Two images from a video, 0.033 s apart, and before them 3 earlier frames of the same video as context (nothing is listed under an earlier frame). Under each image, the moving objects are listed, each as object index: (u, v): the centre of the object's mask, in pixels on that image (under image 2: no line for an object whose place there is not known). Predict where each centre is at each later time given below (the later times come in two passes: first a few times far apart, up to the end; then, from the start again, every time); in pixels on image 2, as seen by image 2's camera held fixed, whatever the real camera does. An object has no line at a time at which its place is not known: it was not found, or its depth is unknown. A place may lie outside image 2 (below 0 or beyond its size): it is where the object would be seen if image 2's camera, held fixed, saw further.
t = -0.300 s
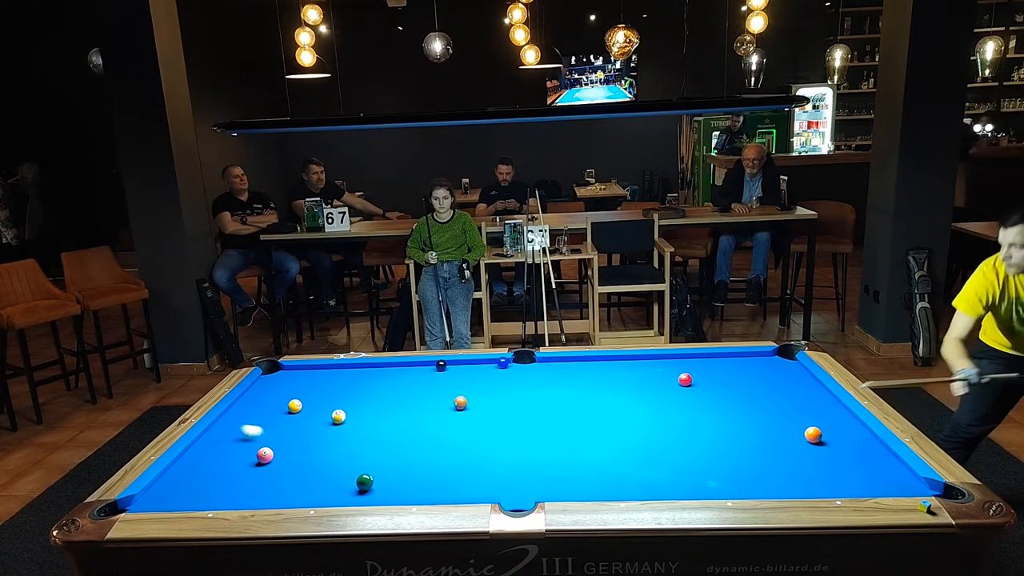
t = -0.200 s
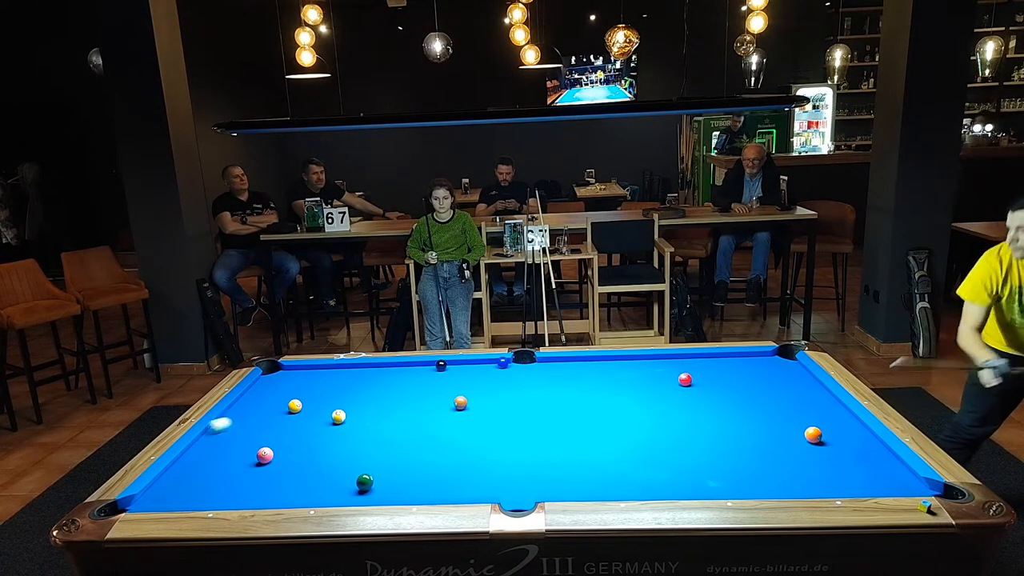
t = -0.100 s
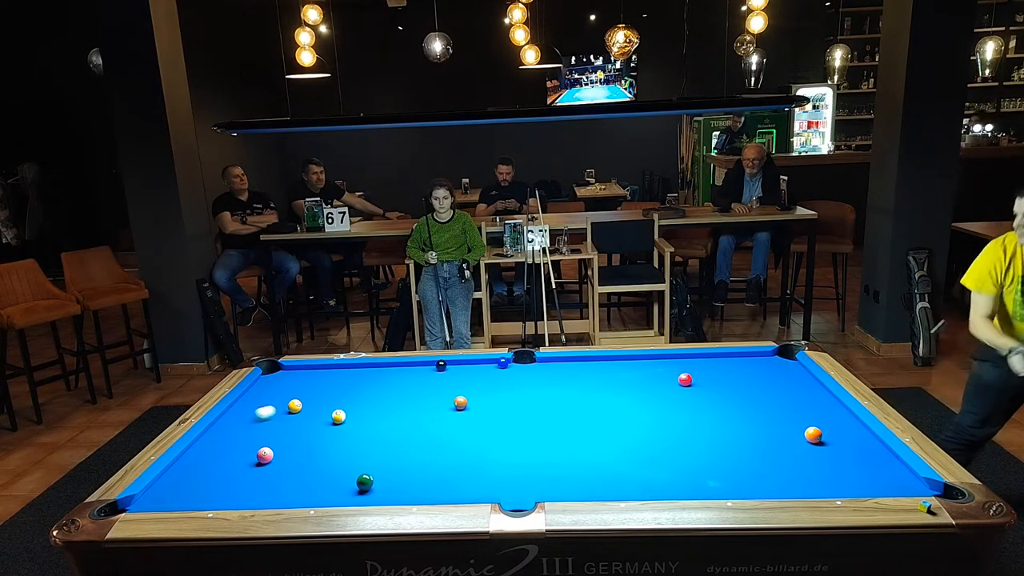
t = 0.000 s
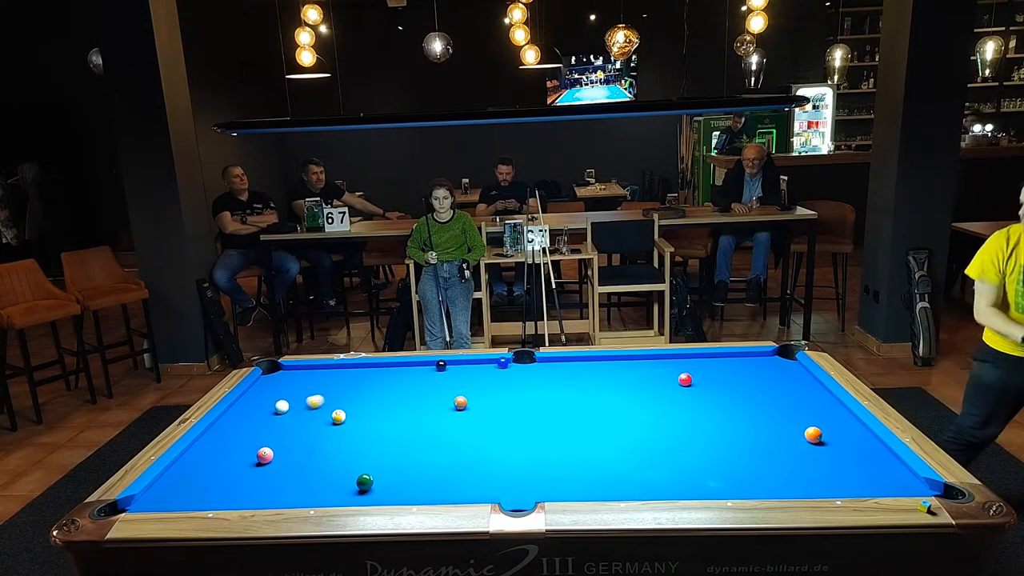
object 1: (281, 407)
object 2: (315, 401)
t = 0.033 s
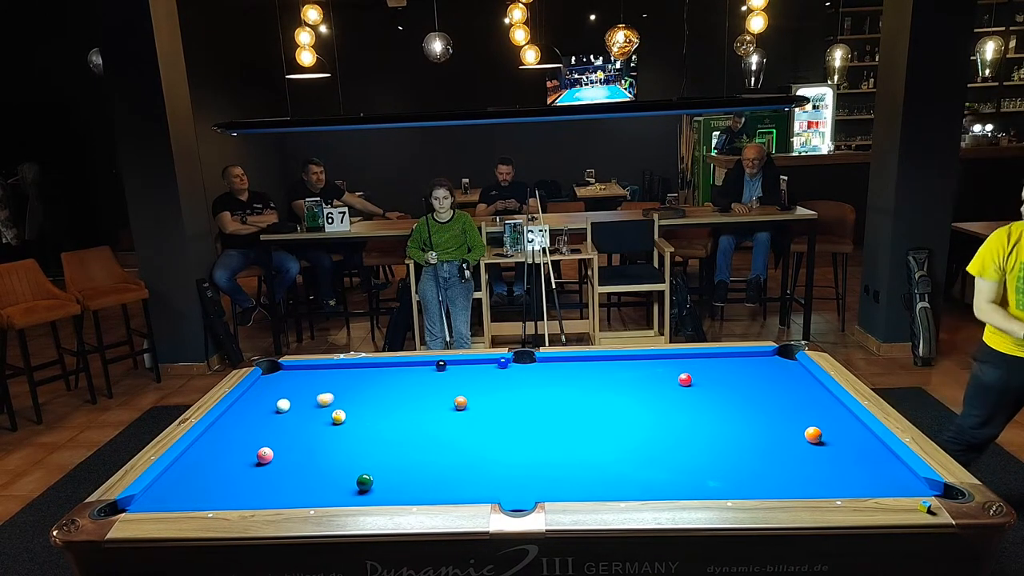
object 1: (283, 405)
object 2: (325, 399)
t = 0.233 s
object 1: (295, 397)
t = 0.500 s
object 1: (310, 386)
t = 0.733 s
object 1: (322, 378)
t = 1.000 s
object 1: (335, 369)
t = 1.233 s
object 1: (345, 368)
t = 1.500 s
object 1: (355, 371)
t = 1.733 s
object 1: (364, 374)
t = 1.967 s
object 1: (372, 377)
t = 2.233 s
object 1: (381, 380)
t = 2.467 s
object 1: (389, 383)
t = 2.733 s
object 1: (397, 385)
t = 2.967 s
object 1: (403, 388)
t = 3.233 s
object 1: (410, 390)
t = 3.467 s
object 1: (415, 392)
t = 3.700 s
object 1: (420, 393)
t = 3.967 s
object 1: (424, 395)
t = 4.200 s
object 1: (428, 396)
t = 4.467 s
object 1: (430, 397)
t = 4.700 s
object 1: (432, 398)
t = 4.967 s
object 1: (433, 398)
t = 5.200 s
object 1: (434, 398)
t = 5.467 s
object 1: (434, 398)
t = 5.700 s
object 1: (434, 398)
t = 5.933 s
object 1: (434, 398)
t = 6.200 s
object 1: (434, 398)
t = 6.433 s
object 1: (434, 398)
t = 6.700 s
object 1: (434, 398)
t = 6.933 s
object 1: (434, 398)
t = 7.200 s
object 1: (434, 398)
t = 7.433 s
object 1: (434, 398)
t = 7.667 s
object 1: (434, 398)
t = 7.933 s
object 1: (434, 398)
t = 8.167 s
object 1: (434, 398)
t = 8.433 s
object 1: (434, 398)
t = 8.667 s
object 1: (434, 398)
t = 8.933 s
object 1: (434, 398)
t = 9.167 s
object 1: (434, 398)
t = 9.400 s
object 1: (434, 398)
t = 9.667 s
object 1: (434, 398)
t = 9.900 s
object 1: (434, 398)
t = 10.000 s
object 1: (434, 398)
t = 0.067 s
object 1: (284, 404)
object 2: (334, 397)
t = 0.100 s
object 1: (286, 402)
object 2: (343, 395)
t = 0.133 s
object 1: (289, 401)
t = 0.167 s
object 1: (291, 399)
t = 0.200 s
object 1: (293, 398)
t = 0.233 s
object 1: (295, 397)
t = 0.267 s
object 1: (297, 395)
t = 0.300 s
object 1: (299, 394)
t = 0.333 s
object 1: (301, 392)
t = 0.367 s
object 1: (303, 391)
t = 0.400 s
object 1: (305, 390)
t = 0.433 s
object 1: (307, 388)
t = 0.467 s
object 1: (309, 387)
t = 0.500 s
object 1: (310, 386)
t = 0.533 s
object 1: (312, 385)
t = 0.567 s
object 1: (314, 384)
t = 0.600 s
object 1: (316, 382)
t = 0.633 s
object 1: (317, 381)
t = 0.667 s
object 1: (319, 380)
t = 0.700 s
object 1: (321, 379)
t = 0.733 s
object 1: (322, 378)
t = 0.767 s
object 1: (324, 377)
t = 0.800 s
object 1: (325, 376)
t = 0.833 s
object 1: (327, 375)
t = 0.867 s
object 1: (329, 373)
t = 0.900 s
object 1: (330, 372)
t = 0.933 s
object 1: (332, 371)
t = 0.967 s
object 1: (333, 370)
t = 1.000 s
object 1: (335, 369)
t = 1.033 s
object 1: (336, 368)
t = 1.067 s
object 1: (338, 367)
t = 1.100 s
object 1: (339, 367)
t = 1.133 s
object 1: (340, 367)
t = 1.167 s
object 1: (342, 367)
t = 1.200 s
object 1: (343, 368)
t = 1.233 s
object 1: (345, 368)
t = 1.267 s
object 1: (346, 369)
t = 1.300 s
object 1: (347, 369)
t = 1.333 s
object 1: (349, 369)
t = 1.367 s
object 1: (350, 370)
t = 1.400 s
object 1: (351, 370)
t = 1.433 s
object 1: (353, 371)
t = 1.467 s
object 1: (354, 371)
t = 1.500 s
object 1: (355, 371)
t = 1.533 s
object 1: (356, 372)
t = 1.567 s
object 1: (358, 372)
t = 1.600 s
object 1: (359, 373)
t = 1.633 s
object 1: (360, 373)
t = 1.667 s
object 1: (361, 374)
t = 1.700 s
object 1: (363, 374)
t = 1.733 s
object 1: (364, 374)
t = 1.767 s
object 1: (365, 375)
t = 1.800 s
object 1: (366, 375)
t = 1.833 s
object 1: (367, 376)
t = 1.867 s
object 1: (369, 376)
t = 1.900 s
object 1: (370, 376)
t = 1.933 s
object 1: (371, 377)
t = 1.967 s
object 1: (372, 377)
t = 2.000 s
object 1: (373, 378)
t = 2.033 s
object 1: (374, 378)
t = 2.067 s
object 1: (376, 378)
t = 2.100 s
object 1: (377, 379)
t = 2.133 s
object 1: (378, 379)
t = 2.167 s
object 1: (379, 380)
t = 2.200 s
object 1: (380, 380)
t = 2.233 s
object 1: (381, 380)
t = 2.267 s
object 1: (382, 381)
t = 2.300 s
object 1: (383, 381)
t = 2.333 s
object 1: (384, 381)
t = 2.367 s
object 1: (385, 382)
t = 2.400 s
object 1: (387, 382)
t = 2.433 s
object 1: (388, 383)
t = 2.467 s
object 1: (389, 383)
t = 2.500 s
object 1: (390, 383)
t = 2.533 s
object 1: (391, 383)
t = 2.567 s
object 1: (392, 384)
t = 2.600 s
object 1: (393, 384)
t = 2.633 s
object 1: (394, 384)
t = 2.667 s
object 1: (395, 385)
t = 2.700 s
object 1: (396, 385)
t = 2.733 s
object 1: (397, 385)
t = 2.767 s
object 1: (398, 386)
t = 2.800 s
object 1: (399, 386)
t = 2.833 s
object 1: (400, 386)
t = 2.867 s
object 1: (401, 387)
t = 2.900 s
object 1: (402, 387)
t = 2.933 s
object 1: (402, 387)
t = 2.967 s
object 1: (403, 388)
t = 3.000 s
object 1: (404, 388)
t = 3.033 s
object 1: (405, 388)
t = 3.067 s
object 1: (406, 389)
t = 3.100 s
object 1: (407, 389)
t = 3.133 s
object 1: (408, 389)
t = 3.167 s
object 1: (408, 389)
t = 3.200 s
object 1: (409, 390)
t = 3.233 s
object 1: (410, 390)
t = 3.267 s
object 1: (411, 390)
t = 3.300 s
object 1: (411, 390)
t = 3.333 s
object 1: (412, 391)
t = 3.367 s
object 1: (413, 391)
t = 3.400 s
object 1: (414, 391)
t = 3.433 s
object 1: (415, 391)
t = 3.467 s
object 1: (415, 392)
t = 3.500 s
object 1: (416, 392)
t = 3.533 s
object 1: (416, 392)
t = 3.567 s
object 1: (417, 392)
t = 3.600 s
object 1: (418, 393)
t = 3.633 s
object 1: (419, 393)
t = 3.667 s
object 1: (419, 393)
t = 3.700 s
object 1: (420, 393)
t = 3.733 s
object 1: (421, 394)
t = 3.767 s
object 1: (421, 394)
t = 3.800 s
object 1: (422, 394)
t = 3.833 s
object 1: (422, 394)
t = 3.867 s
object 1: (423, 394)
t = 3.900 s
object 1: (423, 395)
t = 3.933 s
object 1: (424, 395)
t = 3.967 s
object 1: (424, 395)
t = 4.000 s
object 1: (425, 395)
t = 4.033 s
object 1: (425, 395)
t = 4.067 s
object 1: (426, 396)
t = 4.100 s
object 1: (426, 396)
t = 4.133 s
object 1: (427, 396)
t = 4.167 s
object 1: (427, 396)
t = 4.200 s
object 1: (428, 396)
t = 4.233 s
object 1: (428, 396)
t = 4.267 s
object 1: (428, 396)
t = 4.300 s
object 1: (428, 396)
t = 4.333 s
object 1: (429, 397)
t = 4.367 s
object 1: (429, 397)
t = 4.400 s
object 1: (430, 397)
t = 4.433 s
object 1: (430, 397)
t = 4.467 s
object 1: (430, 397)
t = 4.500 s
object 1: (430, 397)
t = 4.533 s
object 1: (431, 397)
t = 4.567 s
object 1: (431, 398)
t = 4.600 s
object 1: (431, 398)
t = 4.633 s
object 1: (432, 398)
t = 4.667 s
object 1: (432, 398)
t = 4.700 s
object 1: (432, 398)
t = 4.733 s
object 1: (432, 398)
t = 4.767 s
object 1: (433, 398)
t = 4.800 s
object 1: (433, 398)
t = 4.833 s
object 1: (433, 398)
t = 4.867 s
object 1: (433, 398)
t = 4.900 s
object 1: (433, 398)
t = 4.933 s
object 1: (433, 398)
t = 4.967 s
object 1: (433, 398)
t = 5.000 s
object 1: (433, 398)
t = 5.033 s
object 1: (433, 398)
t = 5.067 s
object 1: (433, 398)
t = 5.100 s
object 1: (433, 398)
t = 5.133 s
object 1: (434, 398)
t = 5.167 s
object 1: (434, 398)
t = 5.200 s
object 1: (434, 398)
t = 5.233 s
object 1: (434, 398)
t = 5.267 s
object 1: (434, 398)
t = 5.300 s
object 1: (434, 398)
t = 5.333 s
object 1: (434, 398)
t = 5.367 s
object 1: (434, 398)
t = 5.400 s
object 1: (434, 398)
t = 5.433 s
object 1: (434, 398)
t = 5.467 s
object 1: (434, 398)
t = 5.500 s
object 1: (434, 398)
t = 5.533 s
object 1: (434, 398)
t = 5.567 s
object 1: (434, 398)
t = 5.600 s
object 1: (434, 398)
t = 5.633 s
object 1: (434, 398)
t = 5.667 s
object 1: (434, 398)
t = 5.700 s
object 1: (434, 398)
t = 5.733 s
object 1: (434, 398)
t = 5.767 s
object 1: (434, 398)
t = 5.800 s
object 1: (434, 398)
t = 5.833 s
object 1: (434, 398)
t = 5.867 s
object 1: (434, 398)
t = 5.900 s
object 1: (434, 398)
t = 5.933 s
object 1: (434, 398)
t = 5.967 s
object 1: (434, 398)
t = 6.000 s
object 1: (434, 398)
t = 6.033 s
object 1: (434, 398)
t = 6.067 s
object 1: (434, 398)
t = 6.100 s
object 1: (434, 398)
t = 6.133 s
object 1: (434, 398)
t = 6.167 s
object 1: (434, 398)
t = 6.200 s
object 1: (434, 398)
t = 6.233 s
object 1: (434, 398)
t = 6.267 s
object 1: (434, 398)
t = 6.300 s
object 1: (434, 398)
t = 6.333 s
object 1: (434, 398)
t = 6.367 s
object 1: (434, 398)
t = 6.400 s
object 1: (434, 398)
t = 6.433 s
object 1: (434, 398)
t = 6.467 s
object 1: (434, 398)
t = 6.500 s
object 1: (434, 398)
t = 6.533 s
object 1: (434, 398)
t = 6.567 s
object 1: (434, 398)
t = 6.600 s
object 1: (434, 398)
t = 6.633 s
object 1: (434, 398)
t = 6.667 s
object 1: (434, 398)
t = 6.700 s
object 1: (434, 398)
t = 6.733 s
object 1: (434, 398)
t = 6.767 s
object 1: (434, 398)
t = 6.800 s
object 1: (434, 398)
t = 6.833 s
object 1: (434, 398)
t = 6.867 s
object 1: (434, 398)
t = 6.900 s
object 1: (434, 398)
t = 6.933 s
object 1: (434, 398)
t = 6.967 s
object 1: (434, 398)
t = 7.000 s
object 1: (434, 398)
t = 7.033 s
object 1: (434, 398)
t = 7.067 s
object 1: (434, 398)
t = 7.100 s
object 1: (434, 398)
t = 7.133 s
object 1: (434, 398)
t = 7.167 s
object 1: (434, 398)
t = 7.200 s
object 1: (434, 398)
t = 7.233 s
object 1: (434, 398)
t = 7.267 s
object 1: (434, 398)
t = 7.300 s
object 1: (434, 398)
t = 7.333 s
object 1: (434, 398)
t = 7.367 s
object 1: (434, 398)
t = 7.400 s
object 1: (434, 398)
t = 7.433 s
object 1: (434, 398)
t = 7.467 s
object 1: (434, 398)
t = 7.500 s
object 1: (434, 398)
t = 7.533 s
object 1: (434, 398)
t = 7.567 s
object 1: (434, 398)
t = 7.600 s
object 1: (434, 398)
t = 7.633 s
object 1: (434, 398)
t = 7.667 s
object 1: (434, 398)
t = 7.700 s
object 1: (434, 398)
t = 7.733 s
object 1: (434, 398)
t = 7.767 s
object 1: (434, 398)
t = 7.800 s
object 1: (434, 398)
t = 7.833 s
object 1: (434, 398)
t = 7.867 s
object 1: (434, 398)
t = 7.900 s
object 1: (434, 398)
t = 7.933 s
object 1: (434, 398)
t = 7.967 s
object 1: (434, 398)
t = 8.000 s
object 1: (434, 398)
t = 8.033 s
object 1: (434, 398)
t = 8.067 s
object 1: (434, 398)
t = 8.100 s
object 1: (434, 398)
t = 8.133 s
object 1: (434, 398)
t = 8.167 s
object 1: (434, 398)
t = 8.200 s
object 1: (434, 398)
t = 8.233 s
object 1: (434, 398)
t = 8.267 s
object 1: (434, 398)
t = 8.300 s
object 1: (434, 398)
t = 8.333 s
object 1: (434, 398)
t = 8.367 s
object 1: (434, 398)
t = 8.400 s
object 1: (434, 398)
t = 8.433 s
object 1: (434, 398)
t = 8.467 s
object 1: (434, 398)
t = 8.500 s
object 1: (434, 398)
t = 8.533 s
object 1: (434, 398)
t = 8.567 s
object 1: (434, 398)
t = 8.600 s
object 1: (434, 398)
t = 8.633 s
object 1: (434, 398)
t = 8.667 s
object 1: (434, 398)
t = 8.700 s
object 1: (434, 398)
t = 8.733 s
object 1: (434, 398)
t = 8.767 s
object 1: (434, 398)
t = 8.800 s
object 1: (434, 398)
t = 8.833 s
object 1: (434, 398)
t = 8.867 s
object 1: (434, 398)
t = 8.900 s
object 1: (434, 398)
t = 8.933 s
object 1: (434, 398)
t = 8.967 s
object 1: (434, 398)
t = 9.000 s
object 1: (434, 398)
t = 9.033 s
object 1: (434, 398)
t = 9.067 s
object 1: (434, 398)
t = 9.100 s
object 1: (434, 398)
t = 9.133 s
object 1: (434, 398)
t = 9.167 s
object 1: (434, 398)
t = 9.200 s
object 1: (434, 398)
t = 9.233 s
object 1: (434, 398)
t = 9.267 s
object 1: (434, 398)
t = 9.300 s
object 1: (434, 398)
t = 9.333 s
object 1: (434, 398)
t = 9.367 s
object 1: (434, 398)
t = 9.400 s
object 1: (434, 398)
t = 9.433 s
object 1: (434, 398)
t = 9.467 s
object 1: (434, 398)
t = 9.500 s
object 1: (434, 398)
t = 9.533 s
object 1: (434, 398)
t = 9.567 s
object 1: (434, 398)
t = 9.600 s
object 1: (434, 398)
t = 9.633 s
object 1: (434, 398)
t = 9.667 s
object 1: (434, 398)
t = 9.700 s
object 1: (434, 398)
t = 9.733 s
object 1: (434, 398)
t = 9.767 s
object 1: (434, 398)
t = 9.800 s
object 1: (434, 398)
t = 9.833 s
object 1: (434, 398)
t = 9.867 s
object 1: (434, 398)
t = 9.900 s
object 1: (434, 398)
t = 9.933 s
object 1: (434, 398)
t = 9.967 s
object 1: (434, 398)
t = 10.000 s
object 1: (434, 398)
